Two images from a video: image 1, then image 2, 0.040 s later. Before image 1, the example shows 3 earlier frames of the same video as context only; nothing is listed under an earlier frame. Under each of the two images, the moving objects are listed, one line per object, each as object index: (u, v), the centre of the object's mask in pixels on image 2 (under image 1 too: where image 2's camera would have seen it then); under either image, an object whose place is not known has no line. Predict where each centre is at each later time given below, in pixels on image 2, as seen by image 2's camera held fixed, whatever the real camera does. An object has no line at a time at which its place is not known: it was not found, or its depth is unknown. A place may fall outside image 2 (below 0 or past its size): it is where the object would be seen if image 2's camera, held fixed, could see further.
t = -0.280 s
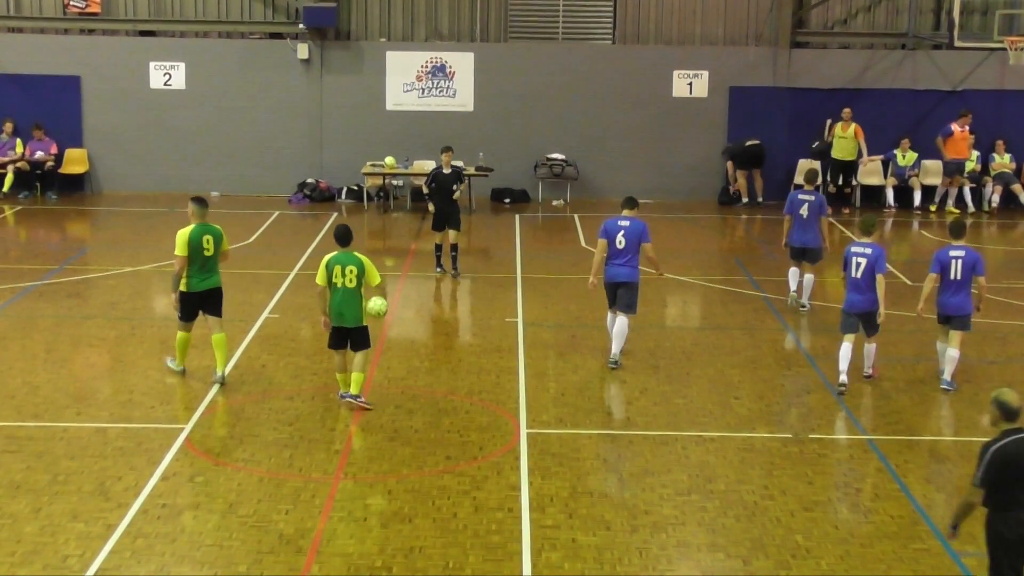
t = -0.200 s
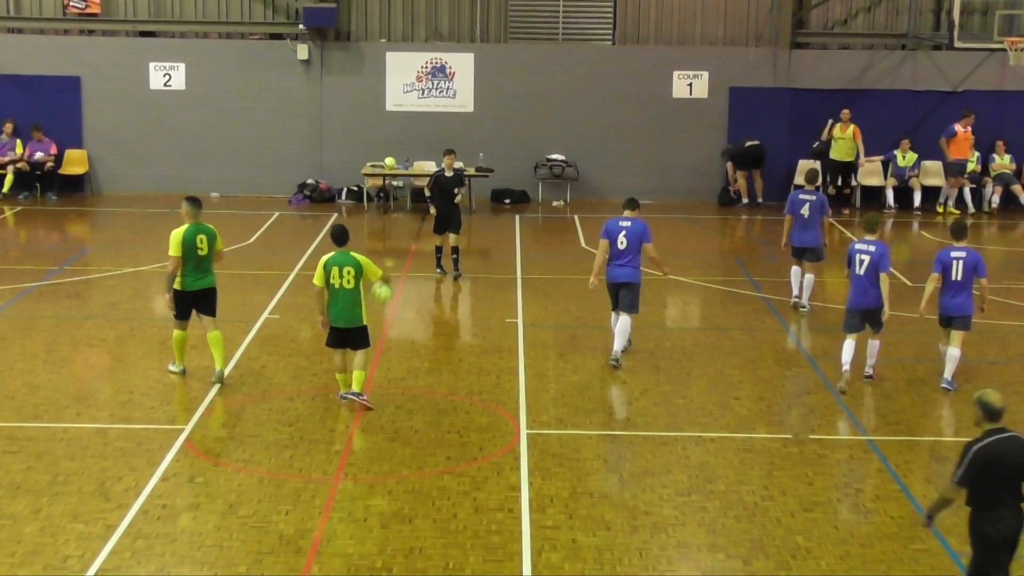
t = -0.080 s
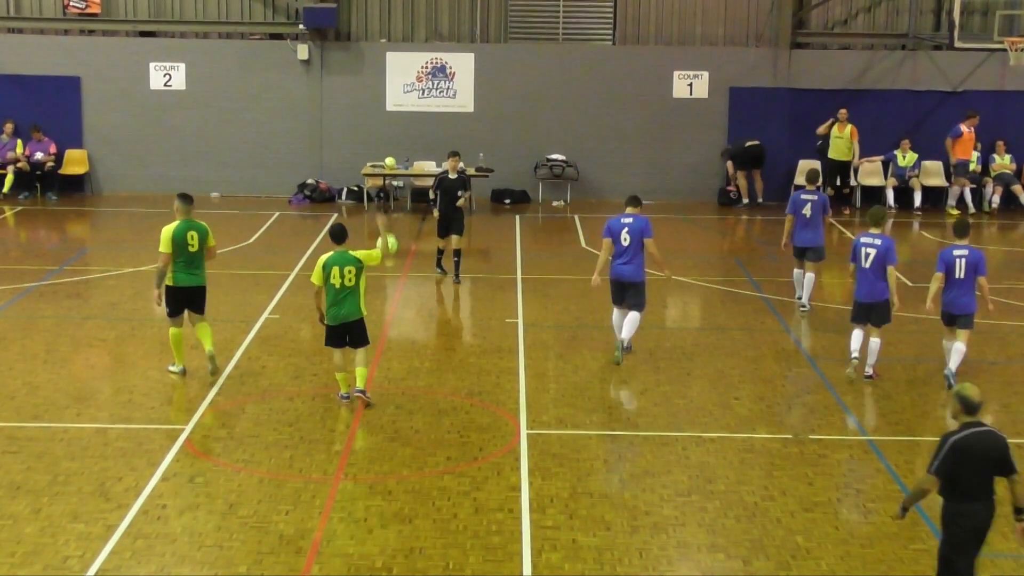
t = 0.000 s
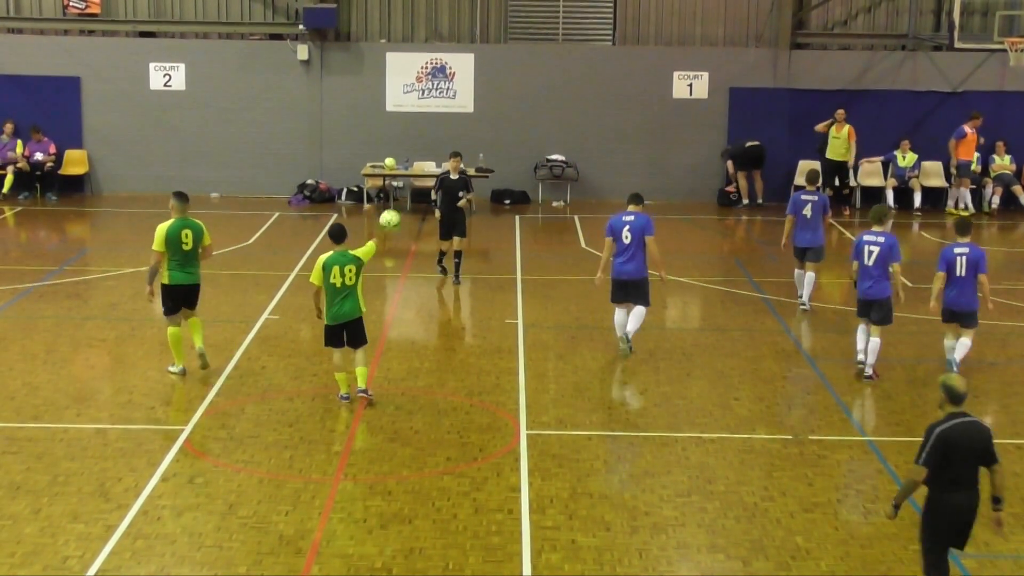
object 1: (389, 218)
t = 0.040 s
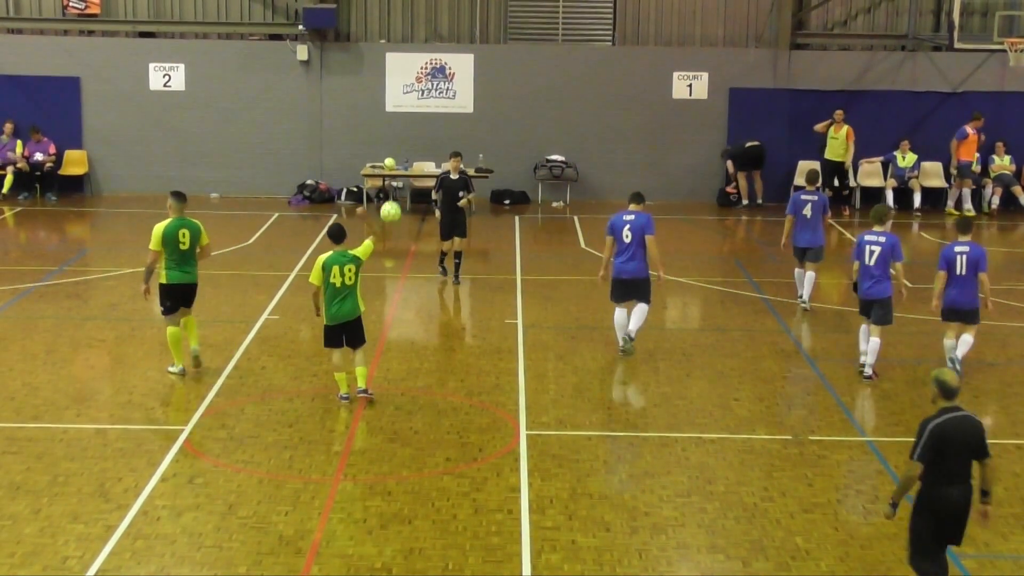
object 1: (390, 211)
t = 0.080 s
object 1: (392, 204)
